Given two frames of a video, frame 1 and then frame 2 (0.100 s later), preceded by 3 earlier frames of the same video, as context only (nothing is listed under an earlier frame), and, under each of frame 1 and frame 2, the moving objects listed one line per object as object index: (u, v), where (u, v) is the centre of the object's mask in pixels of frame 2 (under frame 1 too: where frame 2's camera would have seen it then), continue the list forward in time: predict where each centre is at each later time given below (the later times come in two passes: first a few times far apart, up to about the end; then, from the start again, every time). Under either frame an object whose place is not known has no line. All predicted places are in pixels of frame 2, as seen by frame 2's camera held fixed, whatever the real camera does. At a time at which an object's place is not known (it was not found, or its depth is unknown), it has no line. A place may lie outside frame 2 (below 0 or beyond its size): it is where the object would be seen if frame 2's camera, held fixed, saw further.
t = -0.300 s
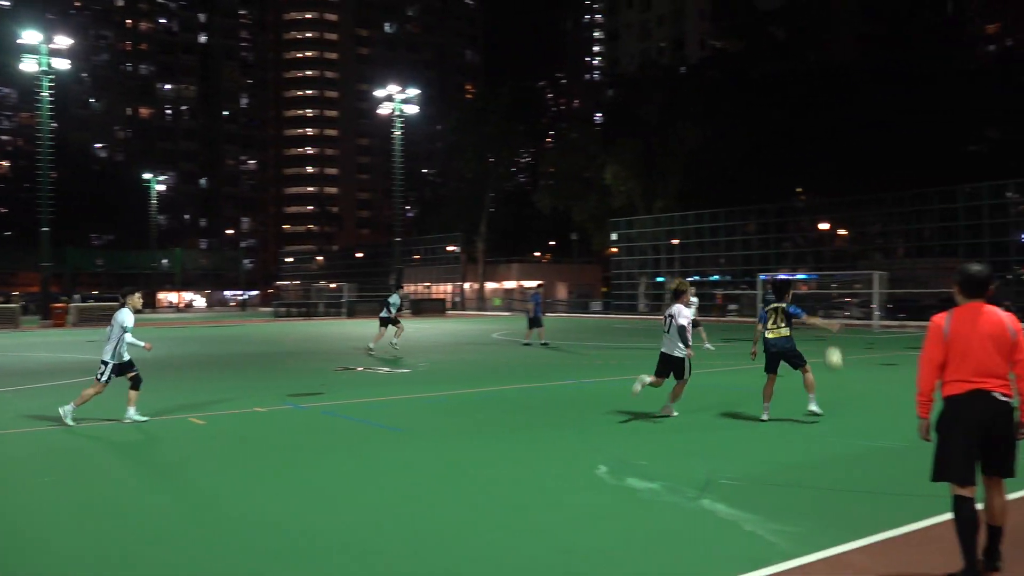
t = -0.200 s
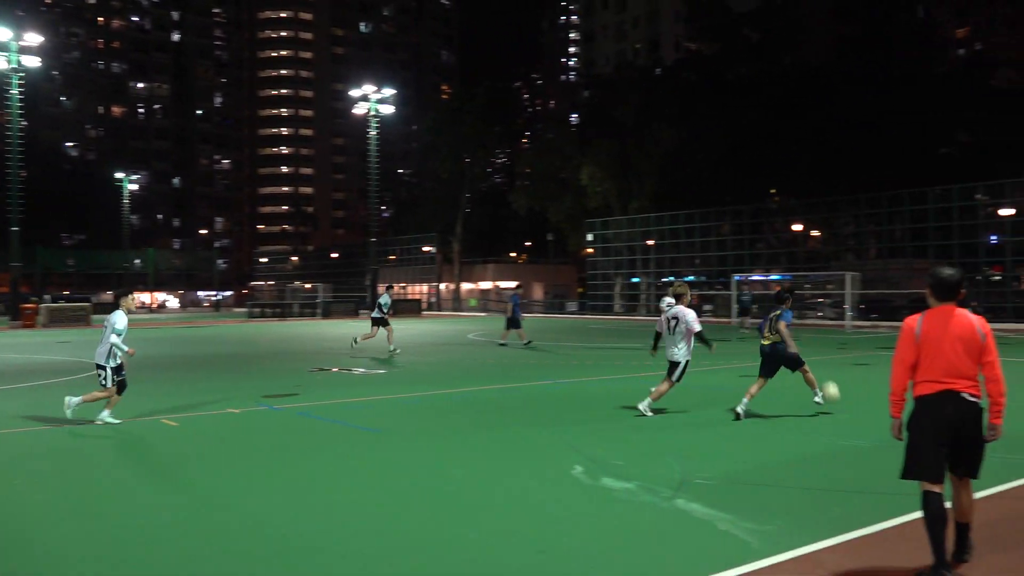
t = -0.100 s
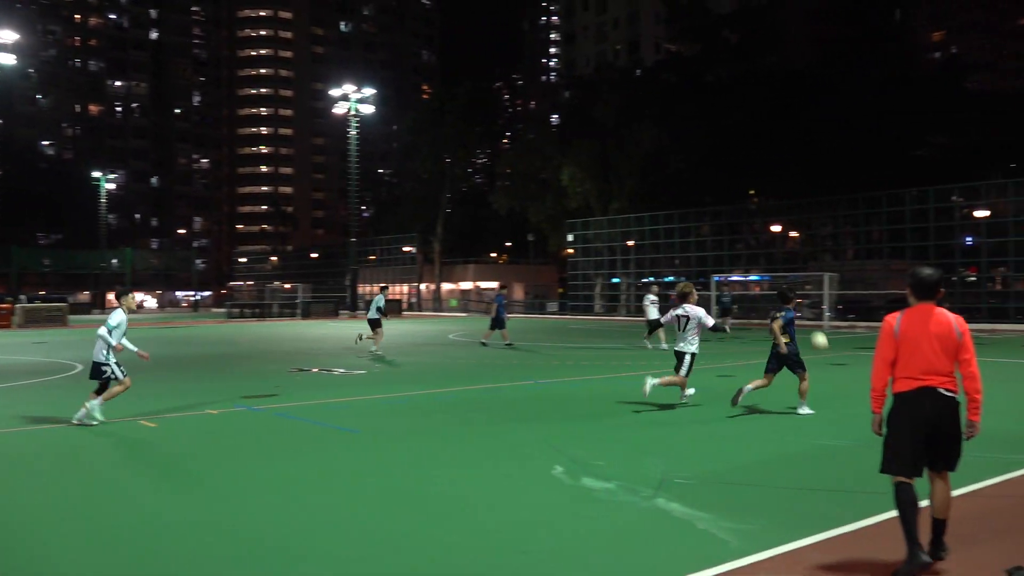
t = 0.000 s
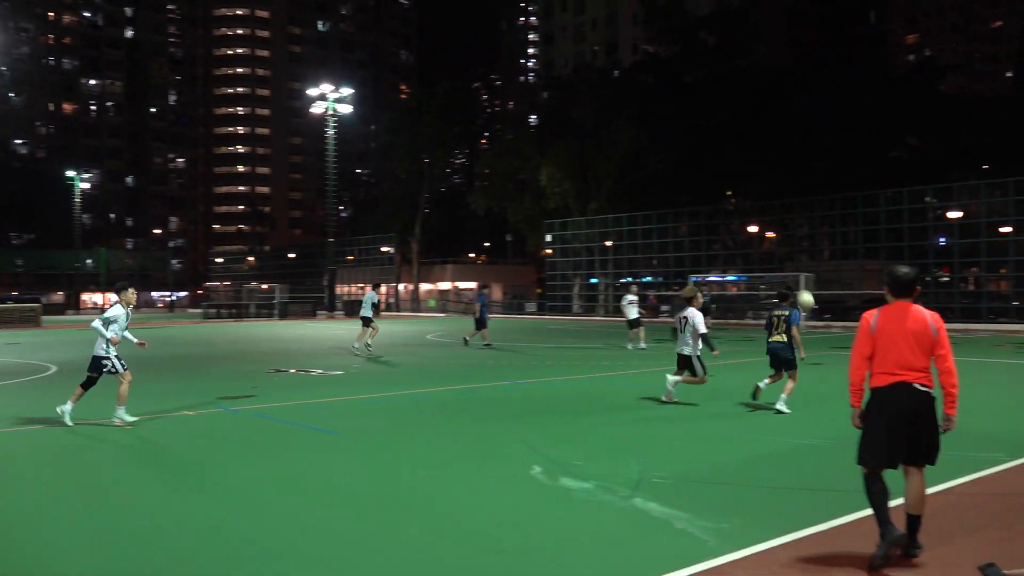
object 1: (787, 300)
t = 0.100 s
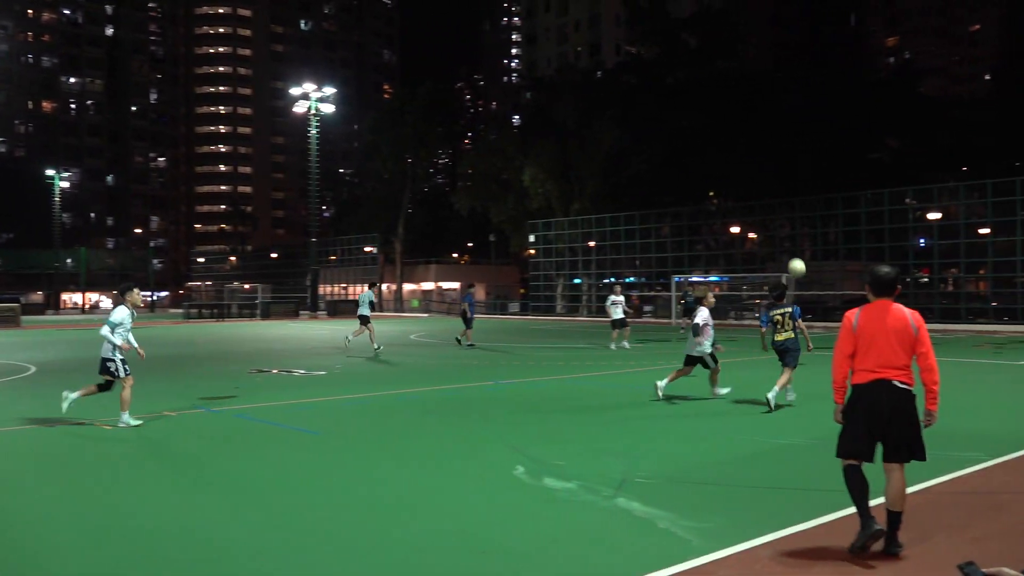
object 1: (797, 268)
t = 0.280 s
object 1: (813, 229)
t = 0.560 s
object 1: (839, 217)
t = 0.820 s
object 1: (863, 257)
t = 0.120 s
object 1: (798, 262)
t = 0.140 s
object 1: (800, 257)
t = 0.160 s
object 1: (802, 252)
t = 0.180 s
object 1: (804, 247)
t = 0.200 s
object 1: (806, 243)
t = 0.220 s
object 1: (808, 239)
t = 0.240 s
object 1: (809, 235)
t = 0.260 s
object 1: (811, 232)
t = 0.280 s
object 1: (813, 229)
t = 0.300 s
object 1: (815, 226)
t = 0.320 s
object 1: (817, 224)
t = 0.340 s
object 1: (819, 221)
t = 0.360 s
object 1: (821, 220)
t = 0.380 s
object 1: (823, 218)
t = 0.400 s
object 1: (824, 216)
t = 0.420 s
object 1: (826, 216)
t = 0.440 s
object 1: (828, 215)
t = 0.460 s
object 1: (830, 215)
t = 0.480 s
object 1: (832, 215)
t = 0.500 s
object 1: (834, 215)
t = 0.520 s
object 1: (835, 215)
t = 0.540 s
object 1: (837, 216)
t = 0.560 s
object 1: (839, 217)
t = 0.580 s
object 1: (841, 218)
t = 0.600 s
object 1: (843, 220)
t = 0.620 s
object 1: (845, 222)
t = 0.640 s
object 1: (847, 224)
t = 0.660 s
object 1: (848, 227)
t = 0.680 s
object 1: (850, 230)
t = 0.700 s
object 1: (852, 233)
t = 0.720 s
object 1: (854, 236)
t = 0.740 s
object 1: (856, 240)
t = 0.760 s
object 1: (857, 244)
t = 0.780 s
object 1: (859, 248)
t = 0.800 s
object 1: (861, 252)
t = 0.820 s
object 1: (863, 257)
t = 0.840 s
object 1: (865, 260)
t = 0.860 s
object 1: (869, 263)
